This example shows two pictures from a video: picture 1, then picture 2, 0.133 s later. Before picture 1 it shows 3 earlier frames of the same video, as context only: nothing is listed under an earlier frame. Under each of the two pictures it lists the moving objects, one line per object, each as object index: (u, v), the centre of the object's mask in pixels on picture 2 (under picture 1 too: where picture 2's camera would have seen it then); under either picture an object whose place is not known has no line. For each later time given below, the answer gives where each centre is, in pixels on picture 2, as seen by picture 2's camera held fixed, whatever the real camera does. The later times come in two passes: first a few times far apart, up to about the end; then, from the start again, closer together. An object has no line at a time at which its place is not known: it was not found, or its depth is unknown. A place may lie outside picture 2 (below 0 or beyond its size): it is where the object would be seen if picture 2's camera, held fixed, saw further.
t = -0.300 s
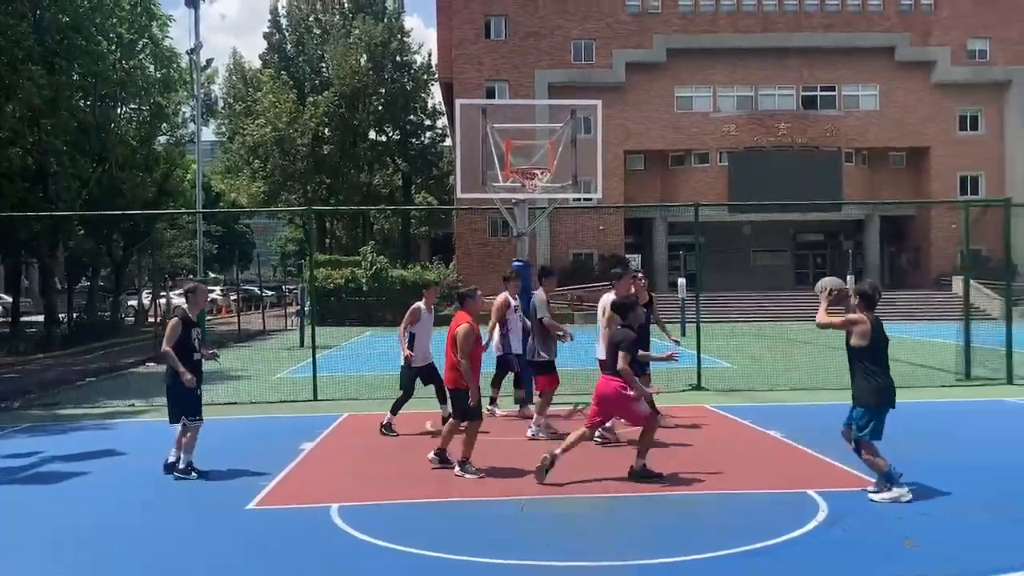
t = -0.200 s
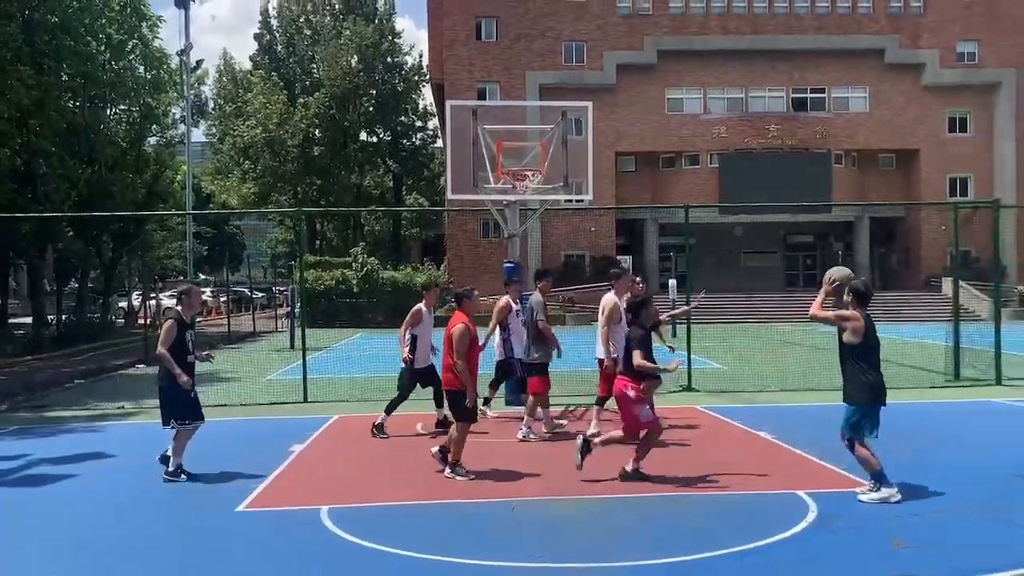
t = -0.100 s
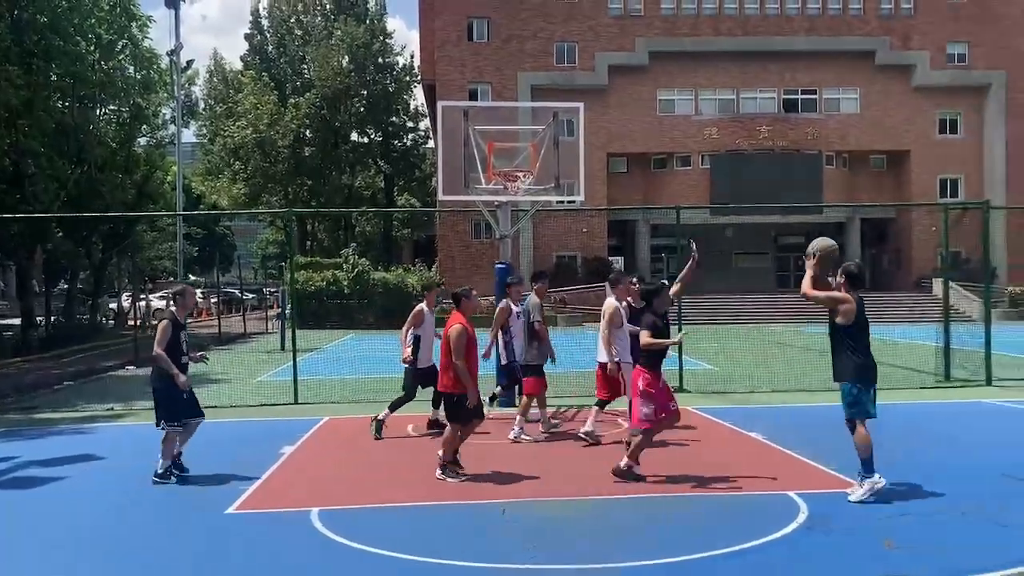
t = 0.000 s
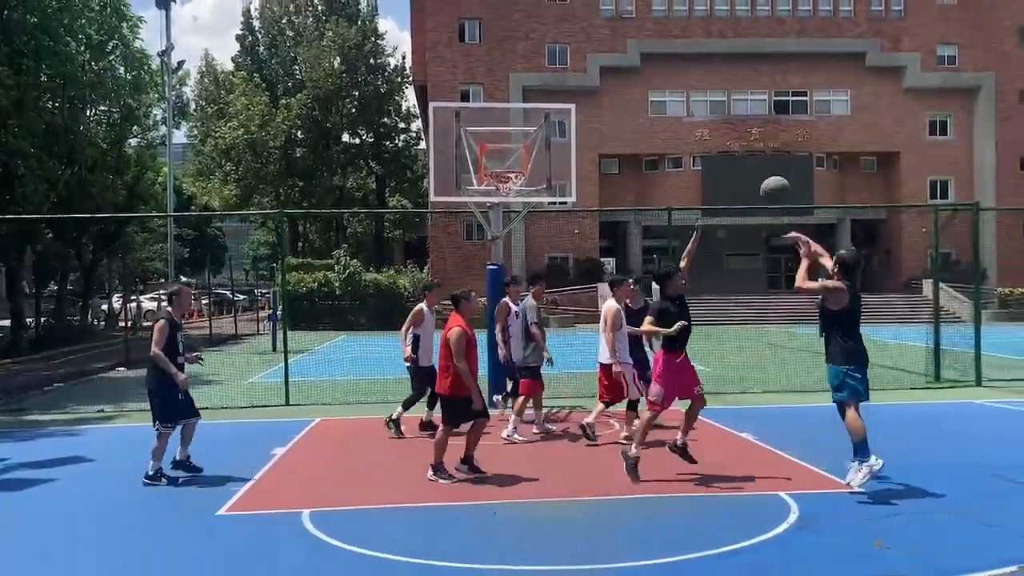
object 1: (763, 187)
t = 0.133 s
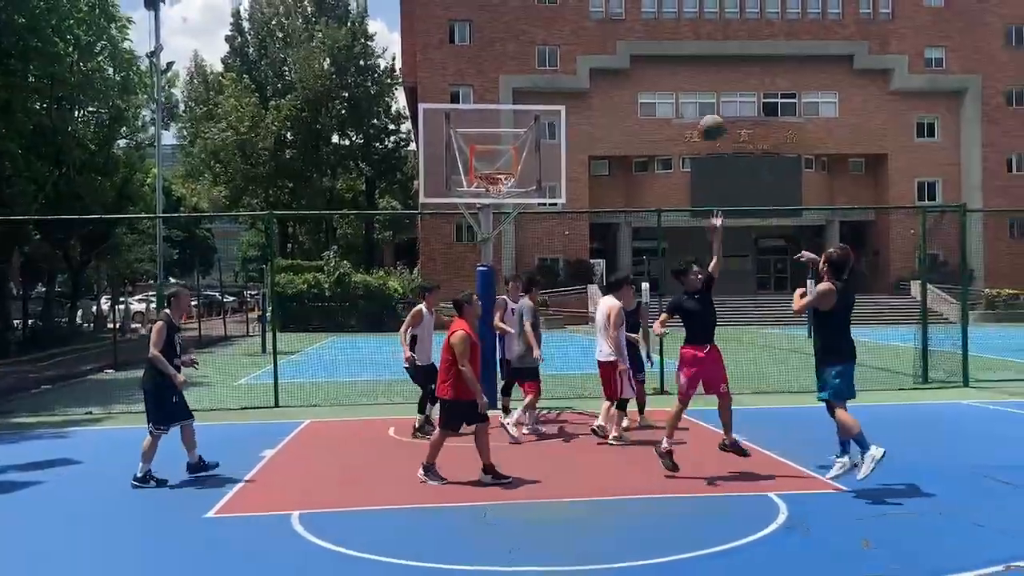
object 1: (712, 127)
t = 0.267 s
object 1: (666, 89)
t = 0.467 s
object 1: (608, 69)
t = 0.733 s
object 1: (546, 100)
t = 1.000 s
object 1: (493, 165)
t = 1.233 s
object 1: (428, 167)
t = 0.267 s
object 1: (666, 89)
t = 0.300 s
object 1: (656, 83)
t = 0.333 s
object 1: (646, 78)
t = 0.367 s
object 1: (636, 74)
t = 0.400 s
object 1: (627, 71)
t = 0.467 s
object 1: (608, 69)
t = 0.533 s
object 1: (592, 72)
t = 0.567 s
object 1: (583, 74)
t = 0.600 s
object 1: (576, 79)
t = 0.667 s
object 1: (561, 86)
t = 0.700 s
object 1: (554, 93)
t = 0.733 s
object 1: (546, 100)
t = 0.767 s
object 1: (539, 108)
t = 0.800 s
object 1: (532, 118)
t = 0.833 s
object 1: (527, 126)
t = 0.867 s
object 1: (521, 137)
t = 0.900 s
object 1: (513, 147)
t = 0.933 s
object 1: (507, 158)
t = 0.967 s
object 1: (502, 166)
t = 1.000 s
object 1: (493, 165)
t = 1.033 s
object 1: (484, 164)
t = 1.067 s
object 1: (475, 163)
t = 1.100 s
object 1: (466, 162)
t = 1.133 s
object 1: (457, 162)
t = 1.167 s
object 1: (448, 163)
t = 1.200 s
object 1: (438, 164)
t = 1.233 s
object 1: (428, 167)
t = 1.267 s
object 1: (420, 171)
